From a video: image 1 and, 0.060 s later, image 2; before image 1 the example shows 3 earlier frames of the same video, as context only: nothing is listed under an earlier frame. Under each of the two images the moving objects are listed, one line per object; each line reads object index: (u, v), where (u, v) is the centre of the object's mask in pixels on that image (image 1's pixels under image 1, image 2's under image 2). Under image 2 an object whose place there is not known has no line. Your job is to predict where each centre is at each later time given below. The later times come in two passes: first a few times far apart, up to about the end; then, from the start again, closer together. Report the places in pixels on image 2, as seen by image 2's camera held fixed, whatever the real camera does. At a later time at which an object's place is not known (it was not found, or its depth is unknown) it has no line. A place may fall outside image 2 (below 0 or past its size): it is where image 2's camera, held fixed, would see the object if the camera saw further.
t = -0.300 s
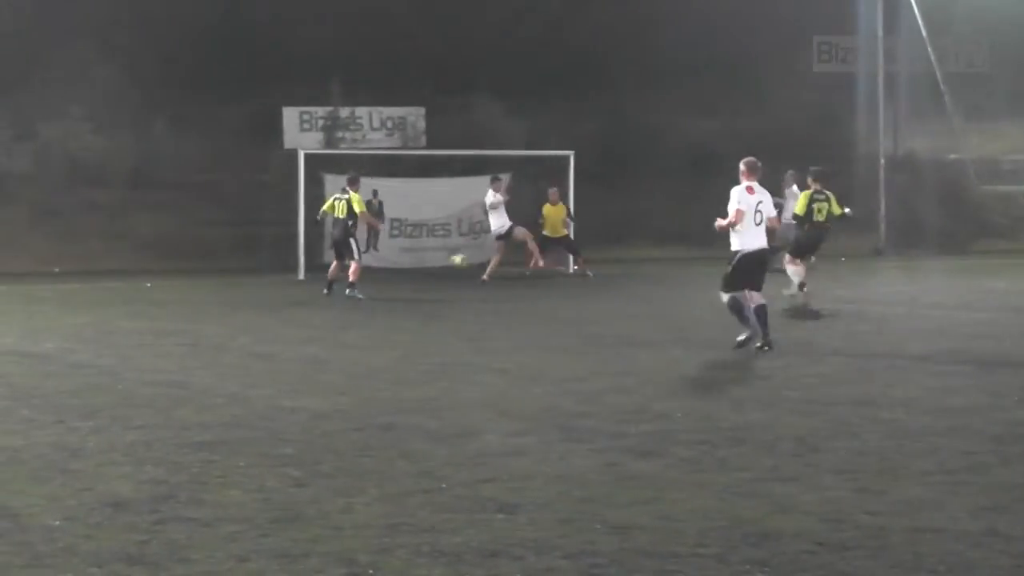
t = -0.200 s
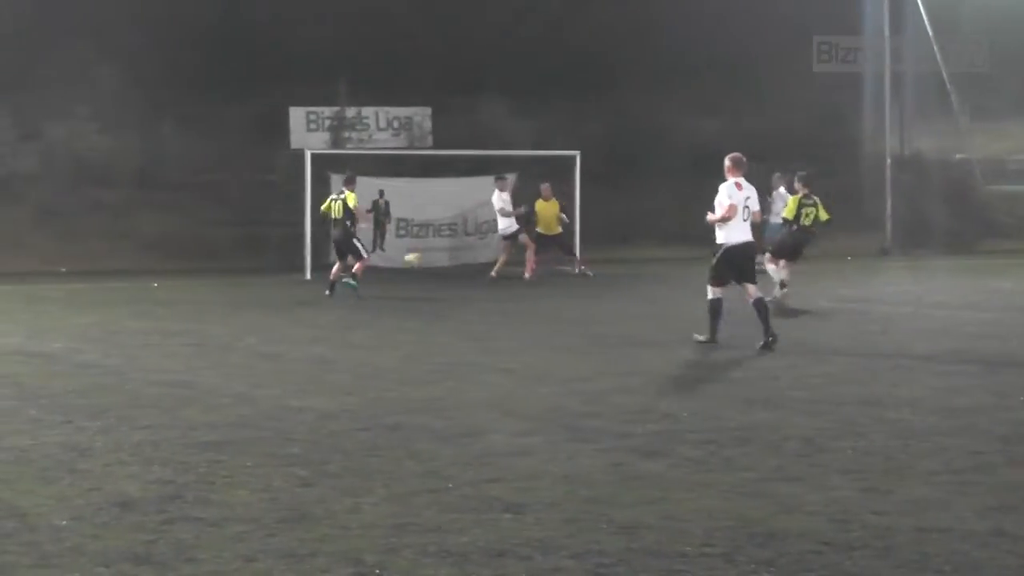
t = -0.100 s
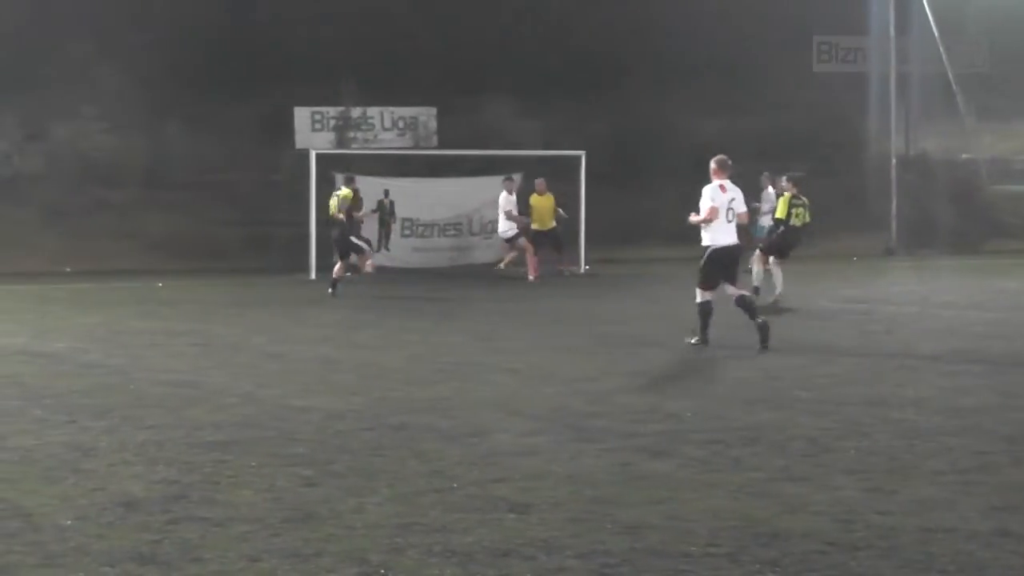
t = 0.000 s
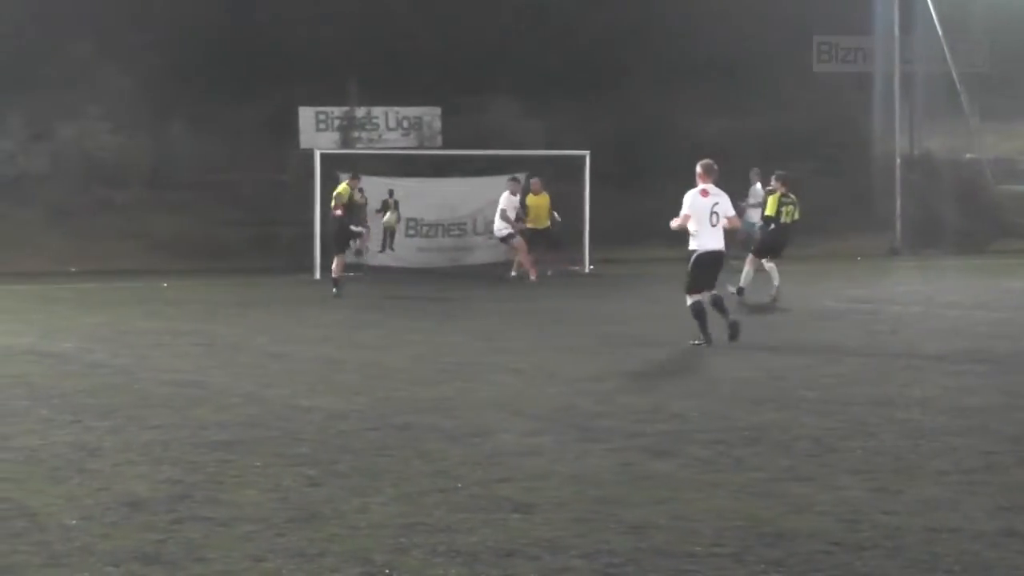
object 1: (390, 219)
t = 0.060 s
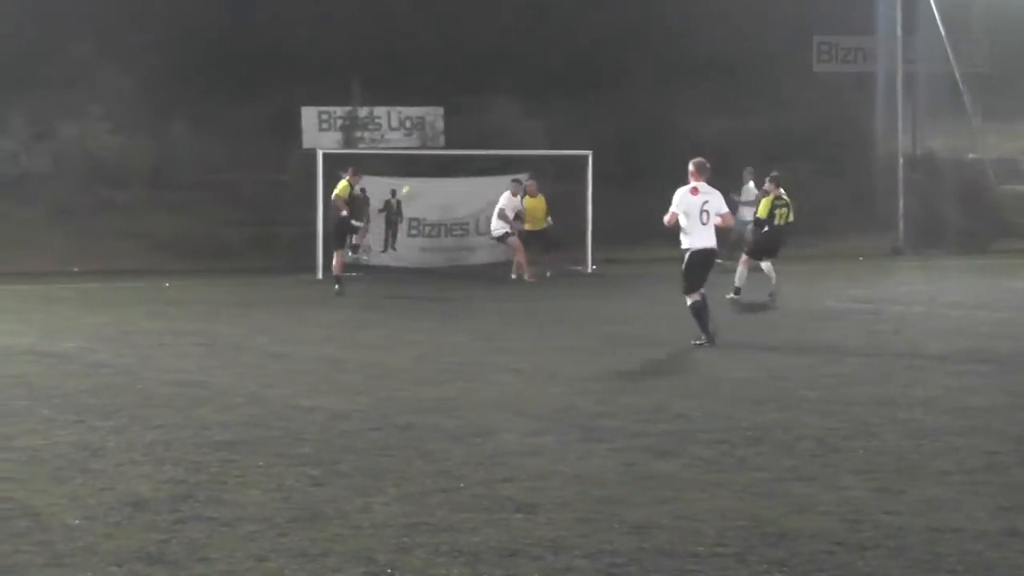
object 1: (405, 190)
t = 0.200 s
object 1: (445, 142)
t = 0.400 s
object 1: (485, 97)
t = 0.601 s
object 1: (518, 80)
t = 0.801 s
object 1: (546, 87)
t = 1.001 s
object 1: (568, 109)
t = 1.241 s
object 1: (591, 131)
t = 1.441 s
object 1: (616, 166)
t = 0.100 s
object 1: (420, 173)
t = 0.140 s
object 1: (430, 161)
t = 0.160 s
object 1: (434, 156)
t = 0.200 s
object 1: (445, 142)
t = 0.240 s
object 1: (454, 131)
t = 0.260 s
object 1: (456, 126)
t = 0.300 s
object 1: (465, 117)
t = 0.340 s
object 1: (473, 108)
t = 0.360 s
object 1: (477, 104)
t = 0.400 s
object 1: (485, 97)
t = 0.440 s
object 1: (492, 92)
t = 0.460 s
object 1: (496, 90)
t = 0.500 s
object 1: (503, 86)
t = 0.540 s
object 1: (508, 83)
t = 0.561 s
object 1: (511, 82)
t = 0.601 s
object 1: (518, 80)
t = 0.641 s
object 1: (523, 80)
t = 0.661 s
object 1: (526, 80)
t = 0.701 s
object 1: (532, 81)
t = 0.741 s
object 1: (538, 83)
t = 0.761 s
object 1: (541, 84)
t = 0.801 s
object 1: (546, 87)
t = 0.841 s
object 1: (551, 91)
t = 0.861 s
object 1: (553, 92)
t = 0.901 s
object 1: (558, 98)
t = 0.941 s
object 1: (563, 102)
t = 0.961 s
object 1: (564, 104)
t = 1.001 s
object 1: (568, 109)
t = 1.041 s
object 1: (570, 111)
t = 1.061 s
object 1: (572, 112)
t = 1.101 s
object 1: (576, 116)
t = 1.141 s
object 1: (580, 119)
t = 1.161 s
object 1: (582, 122)
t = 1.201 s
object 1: (587, 126)
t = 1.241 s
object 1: (591, 131)
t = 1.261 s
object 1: (594, 134)
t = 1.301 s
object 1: (598, 140)
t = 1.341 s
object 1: (603, 147)
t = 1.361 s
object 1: (606, 150)
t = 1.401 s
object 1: (611, 158)
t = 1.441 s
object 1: (616, 166)
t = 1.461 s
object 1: (619, 170)
